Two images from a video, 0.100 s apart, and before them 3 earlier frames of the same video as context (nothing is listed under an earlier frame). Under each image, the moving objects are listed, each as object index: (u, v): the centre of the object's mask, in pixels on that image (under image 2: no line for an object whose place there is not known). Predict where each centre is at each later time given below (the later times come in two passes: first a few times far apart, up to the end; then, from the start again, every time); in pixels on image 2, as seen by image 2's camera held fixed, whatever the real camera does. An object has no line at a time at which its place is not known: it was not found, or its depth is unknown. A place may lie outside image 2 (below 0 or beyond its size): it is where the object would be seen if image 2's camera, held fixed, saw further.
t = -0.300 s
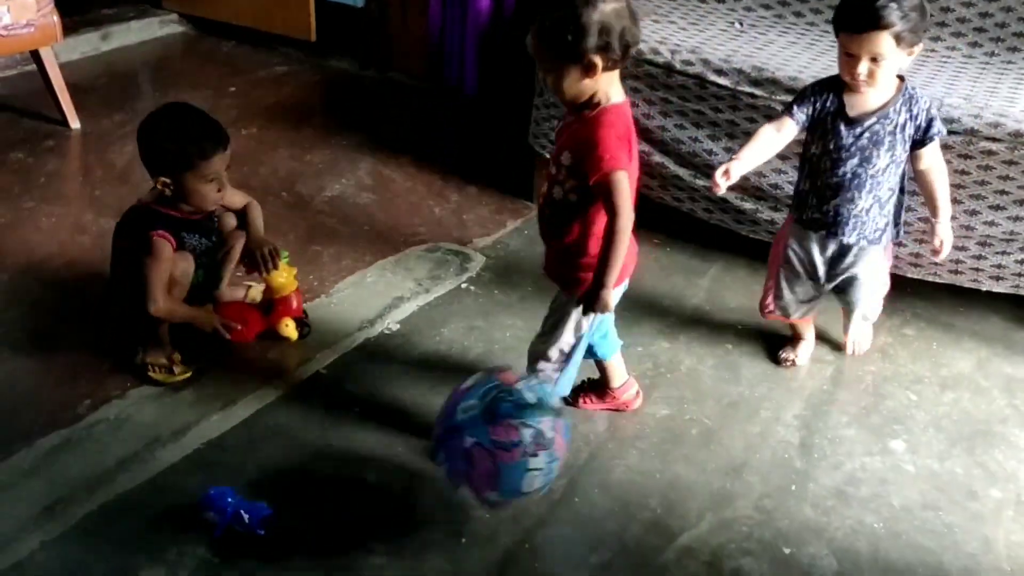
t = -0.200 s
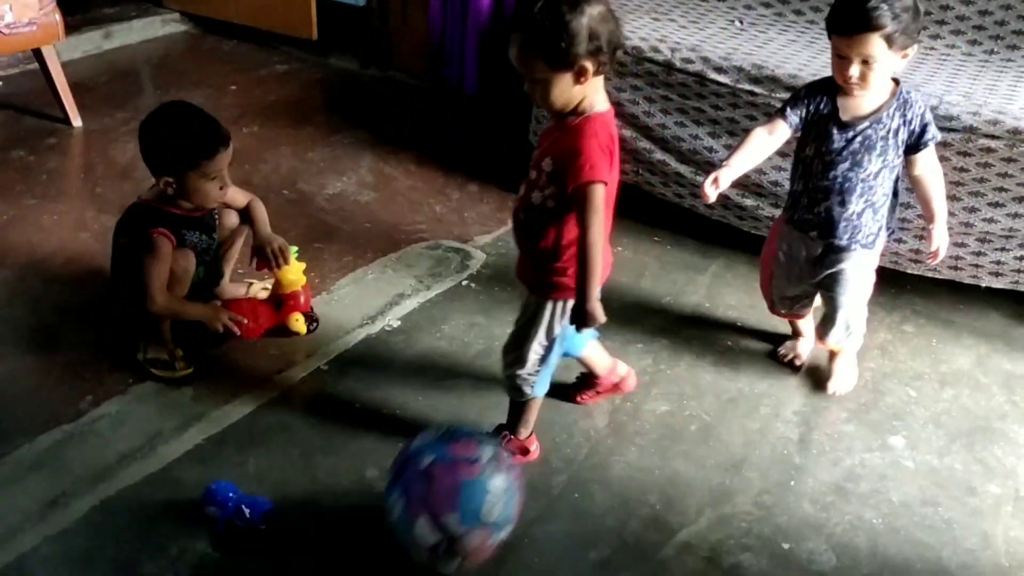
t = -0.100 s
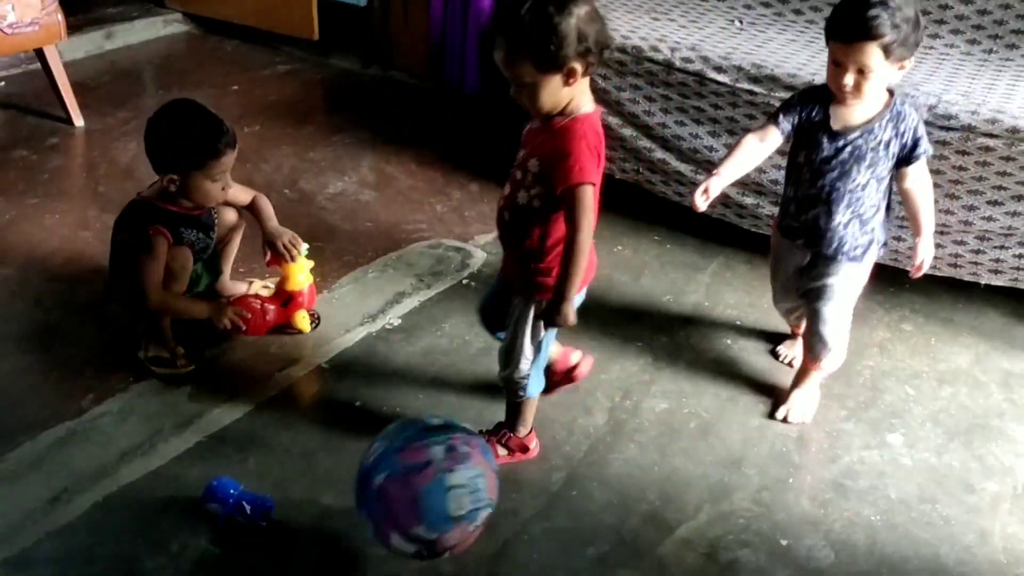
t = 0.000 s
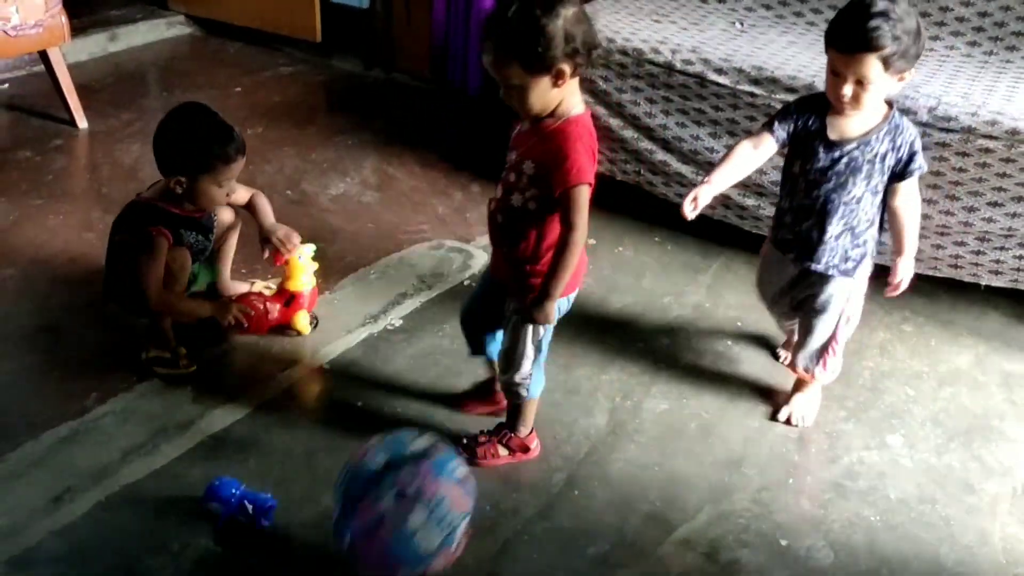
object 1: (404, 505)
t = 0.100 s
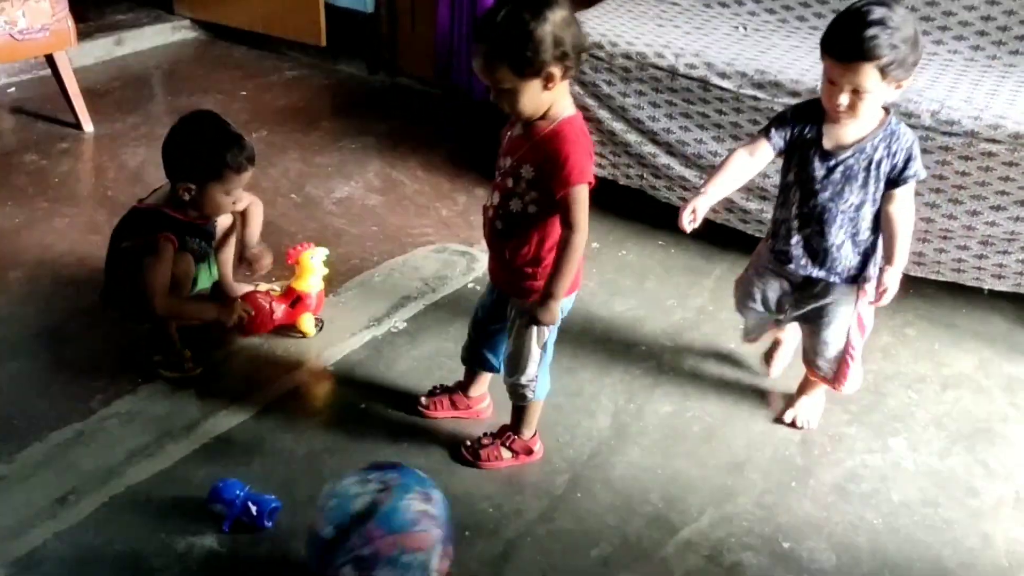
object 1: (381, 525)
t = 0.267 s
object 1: (330, 541)
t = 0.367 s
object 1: (297, 547)
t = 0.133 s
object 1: (373, 523)
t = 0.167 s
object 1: (358, 525)
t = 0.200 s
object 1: (350, 527)
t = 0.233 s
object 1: (340, 534)
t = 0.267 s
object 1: (330, 541)
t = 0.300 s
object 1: (320, 548)
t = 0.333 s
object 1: (308, 548)
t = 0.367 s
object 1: (297, 547)
